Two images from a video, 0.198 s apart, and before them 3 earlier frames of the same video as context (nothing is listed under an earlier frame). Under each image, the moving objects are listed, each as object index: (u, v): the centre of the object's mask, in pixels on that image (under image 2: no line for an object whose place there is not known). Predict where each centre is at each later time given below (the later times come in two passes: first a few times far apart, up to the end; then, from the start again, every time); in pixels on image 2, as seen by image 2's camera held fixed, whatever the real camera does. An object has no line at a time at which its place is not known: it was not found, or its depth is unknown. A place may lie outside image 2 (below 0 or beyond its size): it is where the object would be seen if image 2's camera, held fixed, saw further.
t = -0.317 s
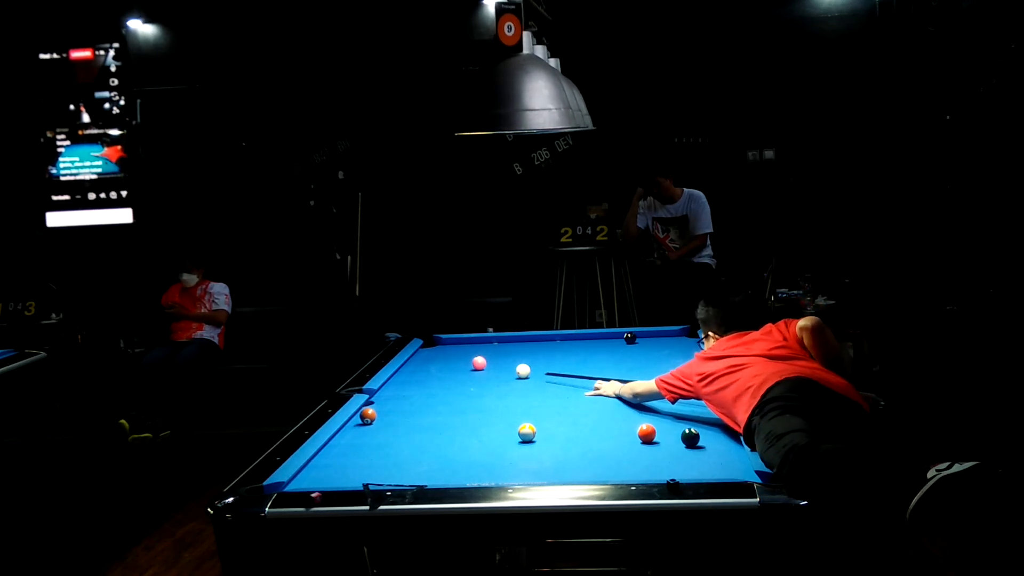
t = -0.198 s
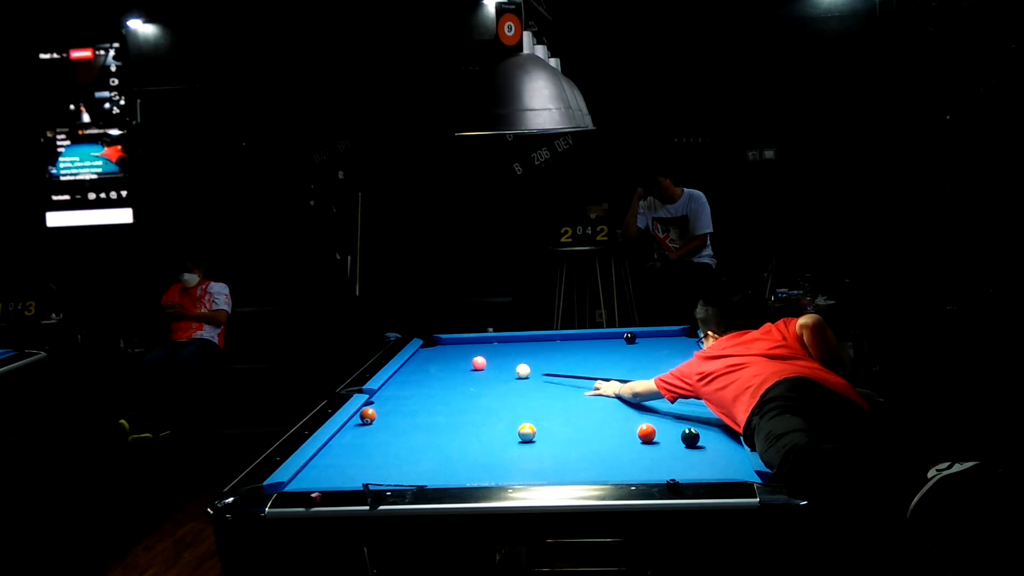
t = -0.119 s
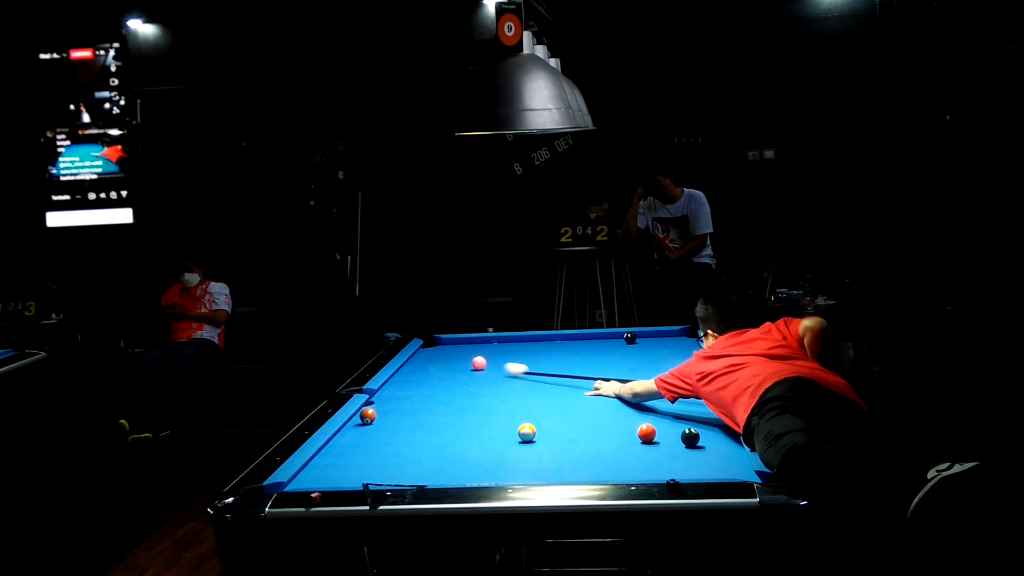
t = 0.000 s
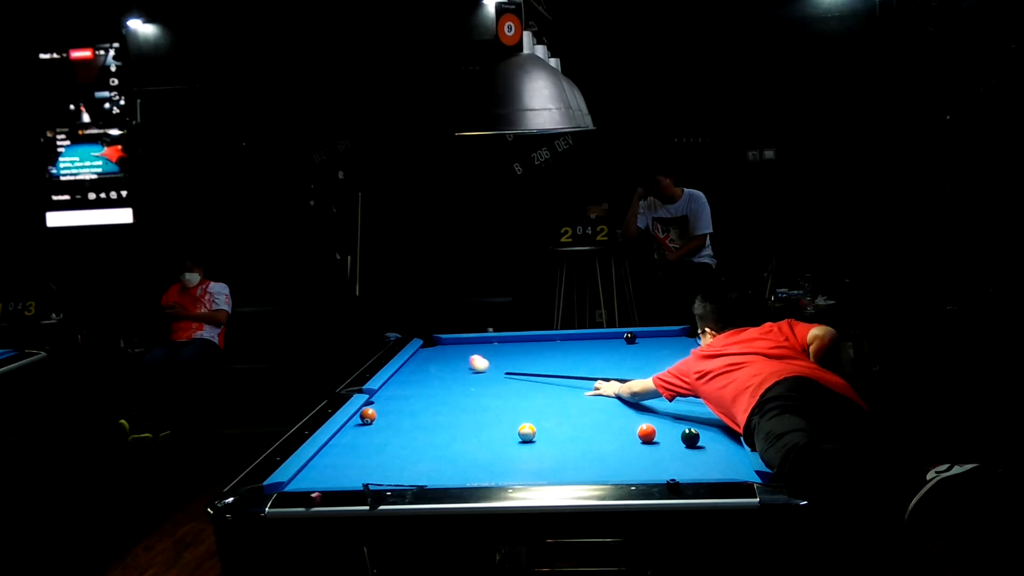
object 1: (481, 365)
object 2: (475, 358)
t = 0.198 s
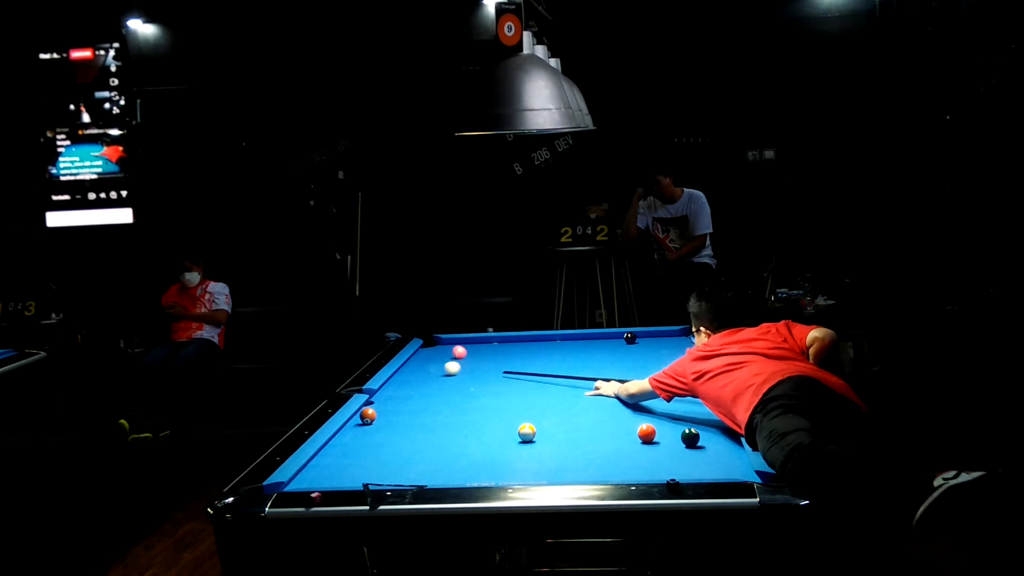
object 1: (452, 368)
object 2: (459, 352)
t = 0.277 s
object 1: (442, 369)
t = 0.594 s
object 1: (401, 373)
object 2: (429, 341)
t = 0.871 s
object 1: (412, 377)
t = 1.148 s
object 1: (425, 381)
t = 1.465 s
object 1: (439, 385)
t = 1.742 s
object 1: (451, 389)
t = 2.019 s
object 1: (463, 392)
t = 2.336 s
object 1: (476, 395)
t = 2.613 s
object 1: (486, 398)
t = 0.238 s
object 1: (447, 369)
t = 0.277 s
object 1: (442, 369)
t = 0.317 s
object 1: (436, 370)
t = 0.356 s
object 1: (431, 370)
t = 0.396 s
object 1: (426, 371)
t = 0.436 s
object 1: (421, 371)
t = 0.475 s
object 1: (415, 372)
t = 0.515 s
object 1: (410, 372)
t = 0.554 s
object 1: (405, 373)
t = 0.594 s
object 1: (401, 373)
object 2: (429, 341)
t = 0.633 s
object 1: (401, 374)
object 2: (424, 344)
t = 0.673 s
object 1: (403, 375)
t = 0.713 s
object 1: (405, 375)
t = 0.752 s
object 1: (407, 376)
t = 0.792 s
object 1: (409, 376)
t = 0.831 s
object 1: (411, 377)
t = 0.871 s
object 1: (412, 377)
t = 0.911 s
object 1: (414, 378)
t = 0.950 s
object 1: (416, 379)
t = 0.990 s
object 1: (418, 379)
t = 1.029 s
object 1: (420, 380)
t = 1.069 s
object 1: (422, 380)
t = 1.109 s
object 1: (423, 381)
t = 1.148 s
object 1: (425, 381)
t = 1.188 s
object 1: (427, 382)
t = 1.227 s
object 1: (429, 382)
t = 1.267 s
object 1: (430, 383)
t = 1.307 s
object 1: (432, 383)
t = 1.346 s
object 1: (434, 384)
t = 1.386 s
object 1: (436, 384)
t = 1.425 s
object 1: (438, 385)
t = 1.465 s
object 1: (439, 385)
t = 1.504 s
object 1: (441, 386)
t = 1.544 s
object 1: (443, 386)
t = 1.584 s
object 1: (445, 387)
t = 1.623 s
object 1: (446, 387)
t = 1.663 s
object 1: (448, 388)
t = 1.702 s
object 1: (450, 388)
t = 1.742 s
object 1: (451, 389)
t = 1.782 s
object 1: (453, 389)
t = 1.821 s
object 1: (455, 390)
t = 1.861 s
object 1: (456, 390)
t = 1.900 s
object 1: (458, 391)
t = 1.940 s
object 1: (460, 391)
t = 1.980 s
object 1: (461, 391)
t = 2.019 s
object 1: (463, 392)
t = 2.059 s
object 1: (465, 392)
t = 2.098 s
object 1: (466, 393)
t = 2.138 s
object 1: (468, 393)
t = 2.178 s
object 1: (469, 394)
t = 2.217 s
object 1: (471, 394)
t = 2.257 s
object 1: (472, 395)
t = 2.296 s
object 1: (474, 395)
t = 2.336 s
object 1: (476, 395)
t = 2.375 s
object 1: (477, 396)
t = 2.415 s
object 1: (479, 396)
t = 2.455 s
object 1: (480, 397)
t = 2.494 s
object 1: (482, 397)
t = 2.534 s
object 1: (483, 397)
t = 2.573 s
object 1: (485, 398)
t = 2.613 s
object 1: (486, 398)
